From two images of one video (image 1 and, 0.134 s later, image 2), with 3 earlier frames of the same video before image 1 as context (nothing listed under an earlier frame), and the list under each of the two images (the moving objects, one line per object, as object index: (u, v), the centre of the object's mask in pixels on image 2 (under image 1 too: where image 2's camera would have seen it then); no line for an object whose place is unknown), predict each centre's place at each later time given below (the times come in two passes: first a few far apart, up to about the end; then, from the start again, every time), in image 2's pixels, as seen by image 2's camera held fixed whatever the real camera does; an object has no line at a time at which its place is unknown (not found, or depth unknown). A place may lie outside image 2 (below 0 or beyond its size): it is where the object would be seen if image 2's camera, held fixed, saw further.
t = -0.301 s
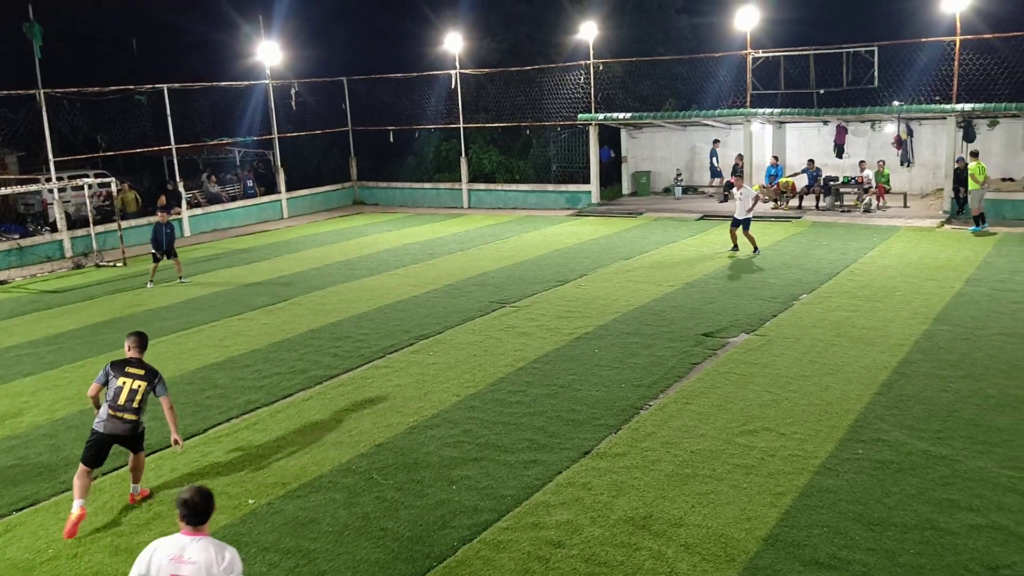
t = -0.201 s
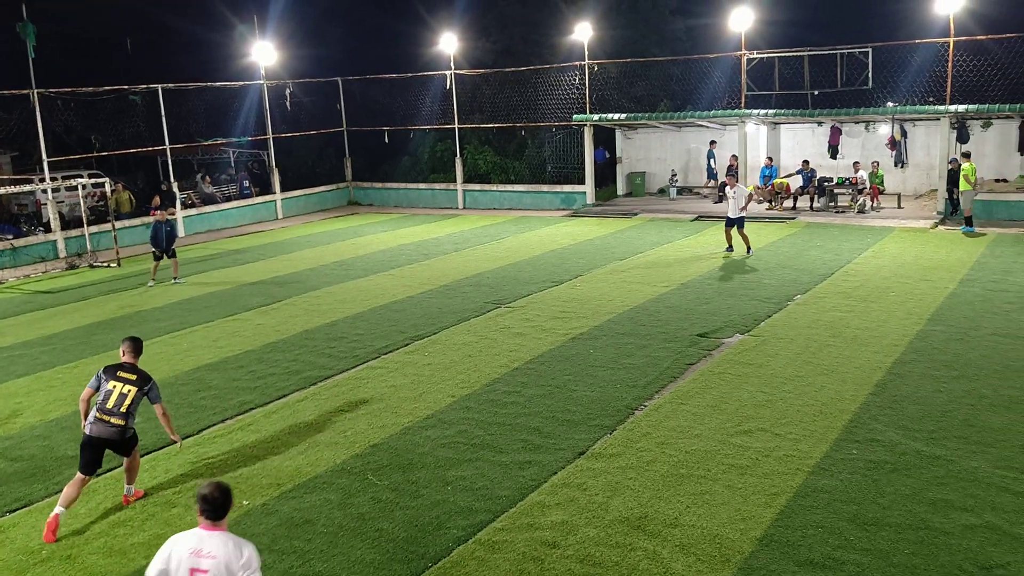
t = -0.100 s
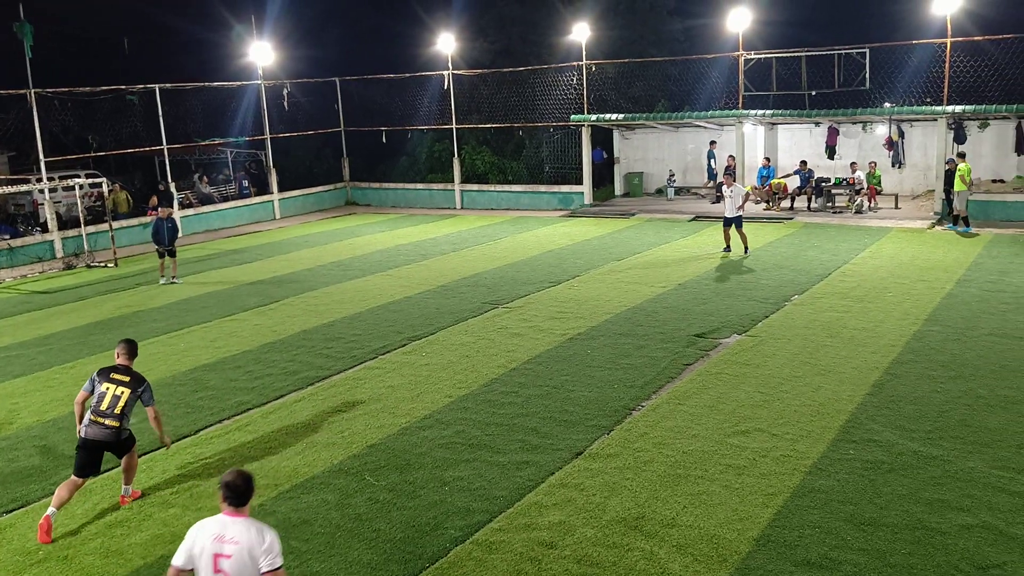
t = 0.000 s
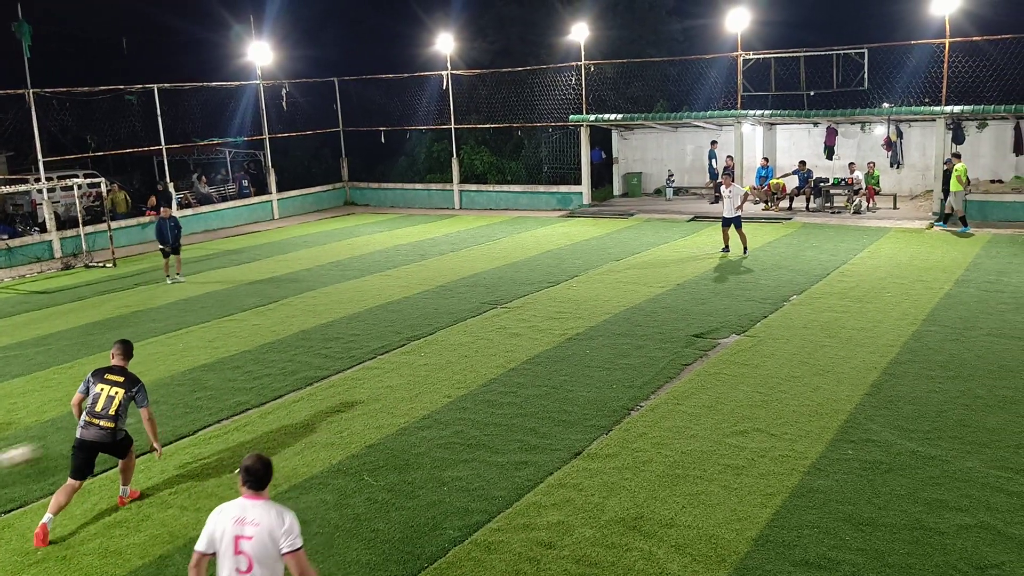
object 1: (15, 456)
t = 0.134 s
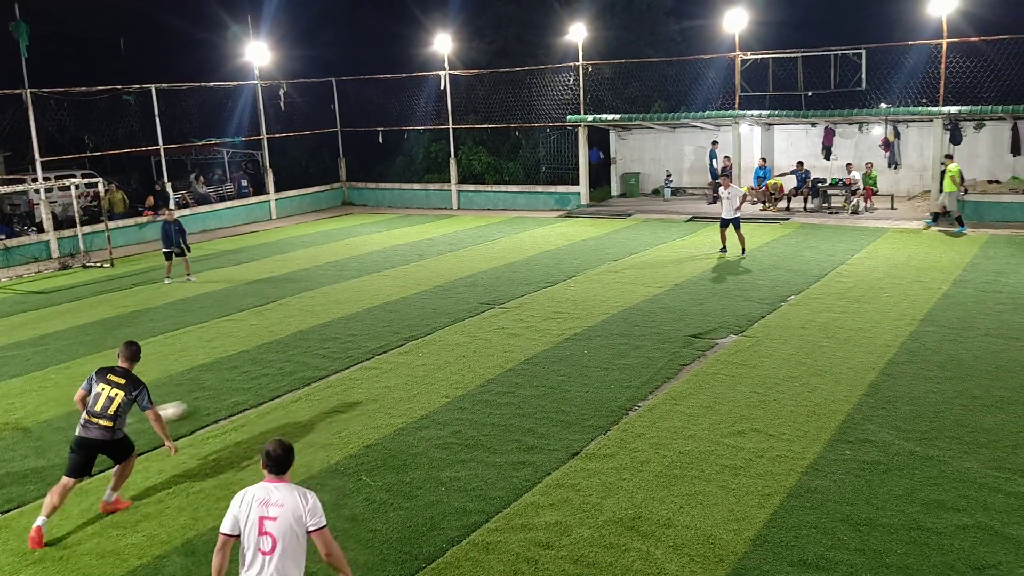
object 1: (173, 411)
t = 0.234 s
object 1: (260, 384)
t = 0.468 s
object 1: (413, 333)
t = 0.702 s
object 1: (516, 306)
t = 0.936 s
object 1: (588, 283)
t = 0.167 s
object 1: (202, 404)
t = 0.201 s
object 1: (232, 393)
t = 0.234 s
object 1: (260, 384)
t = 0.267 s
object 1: (286, 376)
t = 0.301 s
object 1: (311, 369)
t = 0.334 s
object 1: (335, 363)
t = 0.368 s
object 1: (358, 358)
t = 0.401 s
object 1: (377, 349)
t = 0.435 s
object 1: (396, 341)
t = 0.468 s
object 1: (413, 333)
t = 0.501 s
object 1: (429, 327)
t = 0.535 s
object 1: (446, 322)
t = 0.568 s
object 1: (460, 317)
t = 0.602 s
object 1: (476, 314)
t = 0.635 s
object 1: (491, 312)
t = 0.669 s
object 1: (504, 310)
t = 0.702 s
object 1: (516, 306)
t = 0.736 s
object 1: (527, 301)
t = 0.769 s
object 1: (540, 298)
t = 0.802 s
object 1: (551, 295)
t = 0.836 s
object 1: (561, 292)
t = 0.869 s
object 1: (570, 288)
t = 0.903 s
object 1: (579, 285)
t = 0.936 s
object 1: (588, 283)
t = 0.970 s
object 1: (597, 281)
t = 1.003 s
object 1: (605, 280)
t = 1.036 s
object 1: (612, 277)
